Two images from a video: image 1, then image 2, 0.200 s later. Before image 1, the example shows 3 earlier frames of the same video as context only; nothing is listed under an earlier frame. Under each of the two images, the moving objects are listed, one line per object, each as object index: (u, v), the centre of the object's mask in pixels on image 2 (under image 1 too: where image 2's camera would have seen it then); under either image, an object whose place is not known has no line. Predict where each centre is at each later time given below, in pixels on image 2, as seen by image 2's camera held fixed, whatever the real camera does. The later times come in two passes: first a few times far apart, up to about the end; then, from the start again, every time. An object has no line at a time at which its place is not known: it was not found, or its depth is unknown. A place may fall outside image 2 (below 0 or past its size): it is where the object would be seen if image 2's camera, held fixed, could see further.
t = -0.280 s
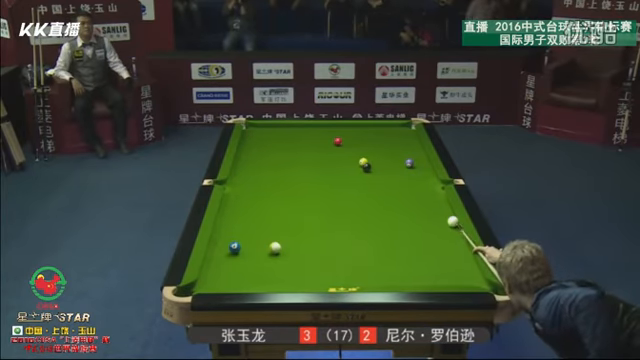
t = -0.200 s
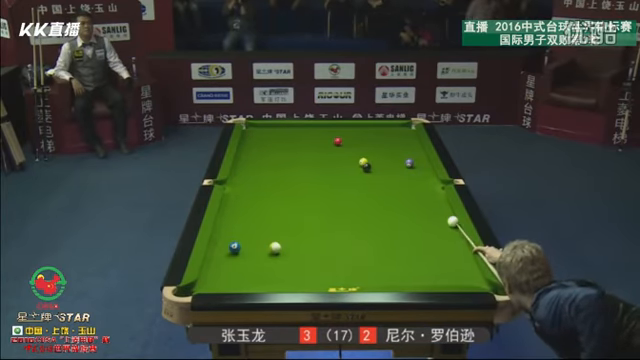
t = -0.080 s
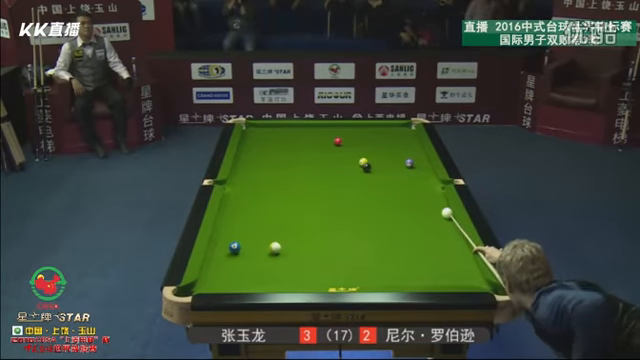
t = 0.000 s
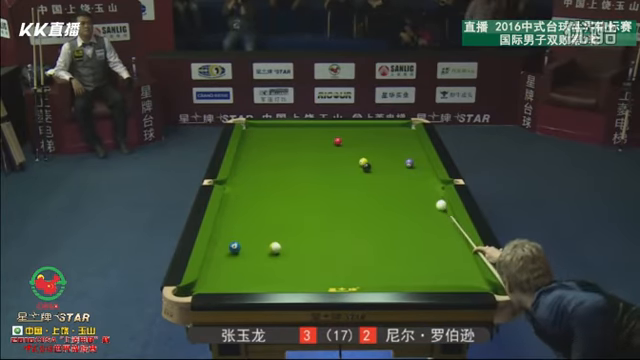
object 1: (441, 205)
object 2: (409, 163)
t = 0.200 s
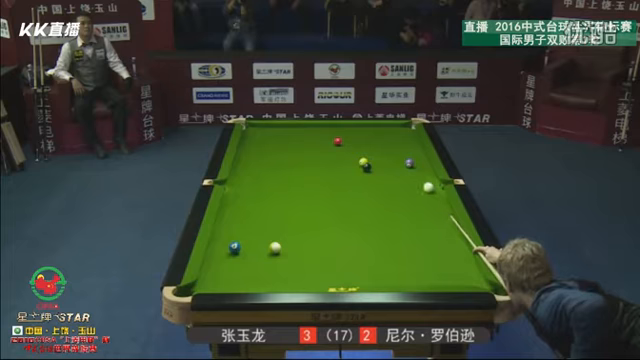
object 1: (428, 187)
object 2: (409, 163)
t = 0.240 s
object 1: (426, 183)
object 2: (409, 163)
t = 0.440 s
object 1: (414, 168)
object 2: (408, 162)
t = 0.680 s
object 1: (417, 163)
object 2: (396, 151)
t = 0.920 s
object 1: (420, 159)
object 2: (385, 143)
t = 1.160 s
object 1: (422, 155)
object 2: (375, 136)
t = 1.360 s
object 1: (420, 152)
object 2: (368, 129)
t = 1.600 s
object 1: (417, 149)
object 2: (360, 126)
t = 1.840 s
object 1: (414, 146)
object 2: (357, 130)
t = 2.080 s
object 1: (412, 144)
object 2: (355, 134)
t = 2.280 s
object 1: (410, 142)
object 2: (351, 138)
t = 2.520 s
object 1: (408, 140)
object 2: (347, 142)
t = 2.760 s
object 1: (406, 138)
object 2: (344, 147)
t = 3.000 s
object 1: (404, 137)
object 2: (340, 149)
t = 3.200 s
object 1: (403, 136)
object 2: (338, 153)
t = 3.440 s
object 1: (402, 135)
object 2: (335, 157)
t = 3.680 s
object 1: (402, 134)
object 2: (331, 161)
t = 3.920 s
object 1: (401, 133)
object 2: (328, 165)
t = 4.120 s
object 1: (401, 132)
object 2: (325, 169)
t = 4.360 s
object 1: (401, 132)
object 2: (322, 172)
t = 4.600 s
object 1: (401, 132)
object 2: (320, 175)
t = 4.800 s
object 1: (400, 132)
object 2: (317, 178)
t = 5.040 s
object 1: (400, 132)
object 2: (315, 181)
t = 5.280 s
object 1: (400, 132)
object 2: (312, 184)
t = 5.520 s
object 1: (400, 132)
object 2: (310, 186)
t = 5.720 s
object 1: (400, 132)
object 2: (309, 188)
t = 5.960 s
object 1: (400, 132)
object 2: (307, 190)
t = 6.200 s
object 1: (400, 132)
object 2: (305, 192)
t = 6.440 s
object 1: (400, 131)
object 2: (304, 194)
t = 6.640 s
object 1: (400, 131)
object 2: (303, 195)
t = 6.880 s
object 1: (400, 131)
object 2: (302, 196)
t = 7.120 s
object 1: (400, 131)
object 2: (301, 197)
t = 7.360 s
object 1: (400, 131)
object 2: (301, 197)
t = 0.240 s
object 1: (426, 183)
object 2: (409, 163)
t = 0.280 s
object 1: (423, 180)
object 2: (409, 163)
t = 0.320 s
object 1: (421, 177)
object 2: (409, 163)
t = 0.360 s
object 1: (419, 174)
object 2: (409, 163)
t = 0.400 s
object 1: (417, 171)
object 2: (409, 163)
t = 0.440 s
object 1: (414, 168)
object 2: (408, 162)
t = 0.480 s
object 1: (413, 166)
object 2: (408, 161)
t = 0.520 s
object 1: (414, 165)
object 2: (406, 160)
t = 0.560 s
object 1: (415, 165)
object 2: (403, 158)
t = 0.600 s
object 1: (416, 164)
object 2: (401, 156)
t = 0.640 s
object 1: (416, 164)
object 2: (398, 154)
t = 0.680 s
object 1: (417, 163)
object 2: (396, 151)
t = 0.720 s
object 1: (417, 162)
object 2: (394, 150)
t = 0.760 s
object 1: (417, 161)
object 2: (392, 149)
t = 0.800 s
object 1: (418, 161)
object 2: (390, 148)
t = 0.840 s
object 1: (418, 160)
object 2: (388, 146)
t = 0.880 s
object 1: (419, 159)
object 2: (387, 145)
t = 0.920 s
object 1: (420, 159)
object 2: (385, 143)
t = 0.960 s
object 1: (420, 158)
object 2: (384, 142)
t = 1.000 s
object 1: (420, 157)
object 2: (383, 141)
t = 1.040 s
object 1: (420, 156)
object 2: (380, 140)
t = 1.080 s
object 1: (421, 156)
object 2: (379, 139)
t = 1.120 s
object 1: (421, 155)
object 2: (377, 136)
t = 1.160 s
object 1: (422, 155)
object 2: (375, 136)
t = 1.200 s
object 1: (422, 154)
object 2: (374, 135)
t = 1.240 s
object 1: (422, 153)
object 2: (373, 133)
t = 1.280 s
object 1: (422, 153)
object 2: (371, 133)
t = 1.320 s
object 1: (421, 152)
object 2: (369, 131)
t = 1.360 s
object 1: (420, 152)
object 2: (368, 129)
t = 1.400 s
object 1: (420, 151)
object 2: (366, 129)
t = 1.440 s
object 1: (419, 151)
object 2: (366, 128)
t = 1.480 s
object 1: (419, 150)
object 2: (364, 126)
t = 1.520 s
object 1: (418, 150)
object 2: (362, 126)
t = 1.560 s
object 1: (418, 149)
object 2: (361, 125)
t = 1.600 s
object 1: (417, 149)
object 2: (360, 126)
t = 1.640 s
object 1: (417, 148)
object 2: (360, 126)
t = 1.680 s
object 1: (416, 148)
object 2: (360, 126)
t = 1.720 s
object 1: (416, 147)
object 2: (359, 128)
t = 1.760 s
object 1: (415, 147)
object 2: (358, 129)
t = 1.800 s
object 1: (415, 146)
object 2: (358, 129)
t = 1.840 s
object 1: (414, 146)
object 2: (357, 130)
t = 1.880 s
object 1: (414, 146)
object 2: (357, 130)
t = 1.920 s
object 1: (413, 145)
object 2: (356, 131)
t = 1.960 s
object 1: (413, 145)
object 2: (355, 133)
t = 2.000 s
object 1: (413, 145)
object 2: (355, 133)
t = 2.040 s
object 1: (412, 144)
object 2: (355, 133)
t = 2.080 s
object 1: (412, 144)
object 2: (355, 134)
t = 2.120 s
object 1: (411, 143)
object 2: (354, 135)
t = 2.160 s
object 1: (411, 143)
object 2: (352, 137)
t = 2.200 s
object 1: (411, 143)
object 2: (352, 136)
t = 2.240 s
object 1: (410, 142)
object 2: (352, 137)
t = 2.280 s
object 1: (410, 142)
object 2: (351, 138)
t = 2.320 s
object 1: (410, 142)
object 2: (350, 139)
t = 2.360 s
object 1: (409, 141)
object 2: (349, 140)
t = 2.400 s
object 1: (409, 141)
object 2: (349, 140)
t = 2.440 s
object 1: (409, 141)
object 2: (349, 141)
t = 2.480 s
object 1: (408, 140)
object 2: (348, 141)
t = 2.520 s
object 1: (408, 140)
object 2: (347, 142)
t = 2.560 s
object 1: (408, 140)
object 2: (347, 143)
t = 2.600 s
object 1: (407, 139)
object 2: (347, 144)
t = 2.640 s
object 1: (407, 139)
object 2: (346, 144)
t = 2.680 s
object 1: (407, 139)
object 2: (345, 145)
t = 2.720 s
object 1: (406, 138)
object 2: (344, 146)
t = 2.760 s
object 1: (406, 138)
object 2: (344, 147)
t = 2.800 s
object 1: (406, 138)
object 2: (343, 147)
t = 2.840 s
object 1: (405, 138)
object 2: (343, 148)
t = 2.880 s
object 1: (405, 137)
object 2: (343, 148)
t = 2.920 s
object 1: (405, 137)
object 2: (342, 148)
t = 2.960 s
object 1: (405, 137)
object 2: (341, 149)
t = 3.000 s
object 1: (404, 137)
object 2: (340, 149)
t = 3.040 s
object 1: (404, 136)
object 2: (340, 150)
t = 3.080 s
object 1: (404, 136)
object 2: (340, 152)
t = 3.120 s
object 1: (404, 136)
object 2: (339, 151)
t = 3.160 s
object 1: (403, 136)
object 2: (339, 153)
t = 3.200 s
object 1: (403, 136)
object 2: (338, 153)
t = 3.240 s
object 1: (403, 136)
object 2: (337, 155)
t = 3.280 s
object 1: (403, 135)
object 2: (336, 156)
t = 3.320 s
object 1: (403, 135)
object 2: (336, 156)
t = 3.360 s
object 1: (402, 135)
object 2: (336, 156)
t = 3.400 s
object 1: (402, 135)
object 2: (336, 157)
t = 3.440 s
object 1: (402, 135)
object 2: (335, 157)
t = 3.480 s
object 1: (402, 134)
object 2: (334, 158)
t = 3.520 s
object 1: (402, 134)
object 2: (334, 159)
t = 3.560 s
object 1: (402, 134)
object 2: (333, 160)
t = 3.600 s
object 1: (402, 134)
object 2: (332, 161)
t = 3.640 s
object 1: (402, 134)
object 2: (332, 161)
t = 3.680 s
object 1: (402, 134)
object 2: (331, 161)
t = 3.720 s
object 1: (401, 133)
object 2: (330, 162)
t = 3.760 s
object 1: (401, 133)
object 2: (329, 163)
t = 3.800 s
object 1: (401, 133)
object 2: (329, 164)
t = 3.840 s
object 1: (401, 133)
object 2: (329, 164)
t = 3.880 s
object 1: (401, 133)
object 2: (329, 165)
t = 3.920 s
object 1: (401, 133)
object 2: (328, 165)
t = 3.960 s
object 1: (401, 133)
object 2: (328, 166)
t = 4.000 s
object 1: (401, 133)
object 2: (327, 166)
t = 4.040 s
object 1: (401, 133)
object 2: (326, 167)
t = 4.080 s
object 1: (401, 132)
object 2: (326, 168)
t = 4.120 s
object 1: (401, 132)
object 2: (325, 169)
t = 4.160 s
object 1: (401, 132)
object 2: (325, 169)
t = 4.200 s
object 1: (401, 132)
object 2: (324, 170)
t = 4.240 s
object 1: (401, 132)
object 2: (324, 170)
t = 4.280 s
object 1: (401, 132)
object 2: (324, 171)
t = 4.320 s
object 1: (401, 132)
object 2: (323, 171)
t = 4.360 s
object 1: (401, 132)
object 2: (322, 172)
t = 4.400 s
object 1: (401, 132)
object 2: (322, 173)
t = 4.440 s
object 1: (401, 132)
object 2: (321, 174)
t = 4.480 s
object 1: (401, 132)
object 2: (321, 174)
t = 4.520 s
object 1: (401, 132)
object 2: (320, 174)
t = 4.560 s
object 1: (401, 132)
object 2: (320, 175)
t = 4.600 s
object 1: (401, 132)
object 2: (320, 175)
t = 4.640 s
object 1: (401, 132)
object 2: (319, 175)
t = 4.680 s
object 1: (400, 132)
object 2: (318, 176)
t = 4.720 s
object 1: (400, 132)
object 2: (318, 176)
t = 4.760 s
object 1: (400, 132)
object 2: (318, 178)
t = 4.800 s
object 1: (400, 132)
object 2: (317, 178)
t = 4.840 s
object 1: (400, 132)
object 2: (317, 179)
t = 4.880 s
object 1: (400, 132)
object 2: (316, 179)
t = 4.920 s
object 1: (400, 132)
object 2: (316, 179)
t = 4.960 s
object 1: (400, 132)
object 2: (316, 180)
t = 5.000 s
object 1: (400, 132)
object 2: (315, 180)
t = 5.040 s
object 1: (400, 132)
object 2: (315, 181)
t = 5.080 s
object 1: (400, 132)
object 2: (314, 181)
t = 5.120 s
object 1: (400, 132)
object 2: (313, 181)
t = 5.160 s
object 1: (400, 132)
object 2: (313, 182)
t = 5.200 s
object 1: (400, 132)
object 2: (313, 183)
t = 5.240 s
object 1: (400, 132)
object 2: (312, 184)
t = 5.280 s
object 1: (400, 132)
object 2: (312, 184)
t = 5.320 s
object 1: (400, 132)
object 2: (312, 184)
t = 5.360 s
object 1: (400, 132)
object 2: (312, 185)
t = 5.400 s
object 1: (400, 132)
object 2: (311, 185)
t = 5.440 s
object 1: (400, 132)
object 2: (311, 185)
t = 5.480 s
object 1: (400, 132)
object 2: (311, 185)
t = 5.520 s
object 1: (400, 132)
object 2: (310, 186)
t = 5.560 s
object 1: (400, 132)
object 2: (310, 186)
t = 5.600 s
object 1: (400, 132)
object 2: (309, 187)
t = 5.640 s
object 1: (400, 132)
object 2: (309, 188)
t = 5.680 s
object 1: (400, 132)
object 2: (309, 188)
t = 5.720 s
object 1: (400, 132)
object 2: (309, 188)
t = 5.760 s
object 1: (400, 132)
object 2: (308, 189)
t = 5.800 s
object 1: (400, 132)
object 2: (308, 189)
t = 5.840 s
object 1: (400, 132)
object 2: (308, 189)
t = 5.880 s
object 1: (400, 132)
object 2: (307, 190)
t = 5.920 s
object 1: (400, 132)
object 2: (307, 190)
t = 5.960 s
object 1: (400, 132)
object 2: (307, 190)
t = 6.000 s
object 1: (400, 132)
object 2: (307, 191)
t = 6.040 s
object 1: (400, 132)
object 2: (307, 191)
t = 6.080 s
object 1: (400, 132)
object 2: (306, 191)
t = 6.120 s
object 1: (400, 132)
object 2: (306, 191)
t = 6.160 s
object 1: (400, 132)
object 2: (306, 192)
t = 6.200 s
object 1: (400, 132)
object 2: (305, 192)
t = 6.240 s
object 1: (400, 132)
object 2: (305, 192)
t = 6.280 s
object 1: (400, 132)
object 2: (305, 193)
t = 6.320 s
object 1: (400, 132)
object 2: (305, 193)
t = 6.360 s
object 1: (400, 131)
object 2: (304, 194)
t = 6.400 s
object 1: (400, 131)
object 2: (304, 194)
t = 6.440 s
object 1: (400, 131)
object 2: (304, 194)
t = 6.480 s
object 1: (400, 131)
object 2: (304, 194)
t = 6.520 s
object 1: (400, 131)
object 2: (304, 195)
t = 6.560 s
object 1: (400, 131)
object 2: (303, 195)
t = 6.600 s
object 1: (400, 131)
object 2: (303, 195)
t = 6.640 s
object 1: (400, 131)
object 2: (303, 195)
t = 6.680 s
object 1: (400, 131)
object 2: (303, 196)
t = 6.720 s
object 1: (400, 131)
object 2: (303, 196)
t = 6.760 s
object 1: (400, 131)
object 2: (303, 196)
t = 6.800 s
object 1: (400, 131)
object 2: (303, 196)
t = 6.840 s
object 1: (400, 131)
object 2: (303, 196)
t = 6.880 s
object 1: (400, 131)
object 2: (302, 196)
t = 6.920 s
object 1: (400, 131)
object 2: (302, 196)
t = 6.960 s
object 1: (400, 131)
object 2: (302, 196)
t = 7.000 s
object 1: (400, 131)
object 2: (302, 197)
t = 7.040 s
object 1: (400, 131)
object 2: (302, 197)
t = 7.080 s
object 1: (400, 131)
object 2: (301, 197)
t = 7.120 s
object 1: (400, 131)
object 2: (301, 197)
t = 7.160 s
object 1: (400, 131)
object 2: (301, 197)
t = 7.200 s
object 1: (400, 131)
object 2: (301, 197)
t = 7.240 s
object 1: (400, 131)
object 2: (301, 197)
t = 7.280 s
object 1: (400, 131)
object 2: (301, 197)
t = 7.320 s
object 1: (400, 131)
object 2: (301, 198)
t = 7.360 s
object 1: (400, 131)
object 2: (301, 197)
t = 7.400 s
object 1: (400, 131)
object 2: (301, 198)
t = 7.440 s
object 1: (400, 131)
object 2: (301, 197)
